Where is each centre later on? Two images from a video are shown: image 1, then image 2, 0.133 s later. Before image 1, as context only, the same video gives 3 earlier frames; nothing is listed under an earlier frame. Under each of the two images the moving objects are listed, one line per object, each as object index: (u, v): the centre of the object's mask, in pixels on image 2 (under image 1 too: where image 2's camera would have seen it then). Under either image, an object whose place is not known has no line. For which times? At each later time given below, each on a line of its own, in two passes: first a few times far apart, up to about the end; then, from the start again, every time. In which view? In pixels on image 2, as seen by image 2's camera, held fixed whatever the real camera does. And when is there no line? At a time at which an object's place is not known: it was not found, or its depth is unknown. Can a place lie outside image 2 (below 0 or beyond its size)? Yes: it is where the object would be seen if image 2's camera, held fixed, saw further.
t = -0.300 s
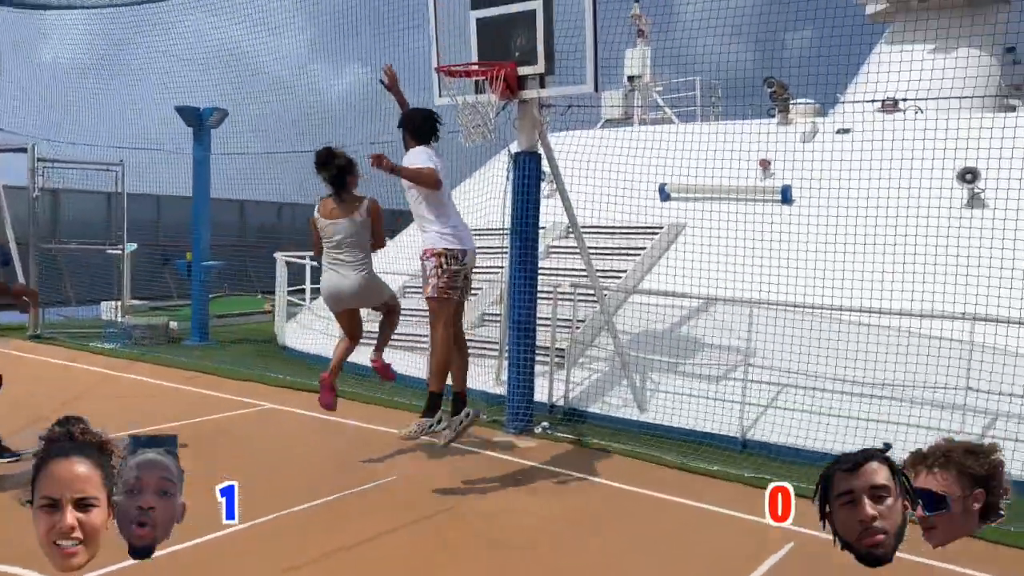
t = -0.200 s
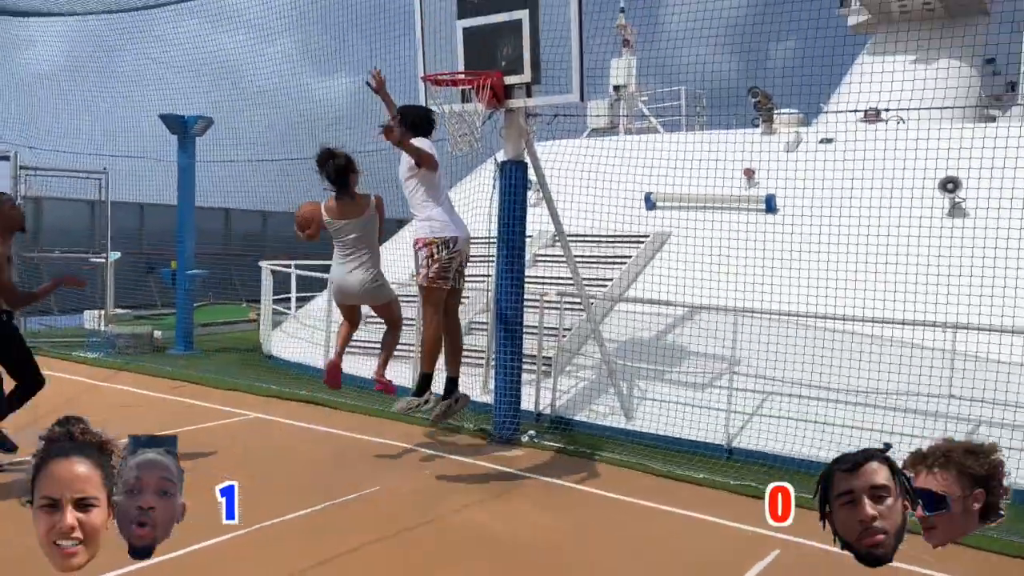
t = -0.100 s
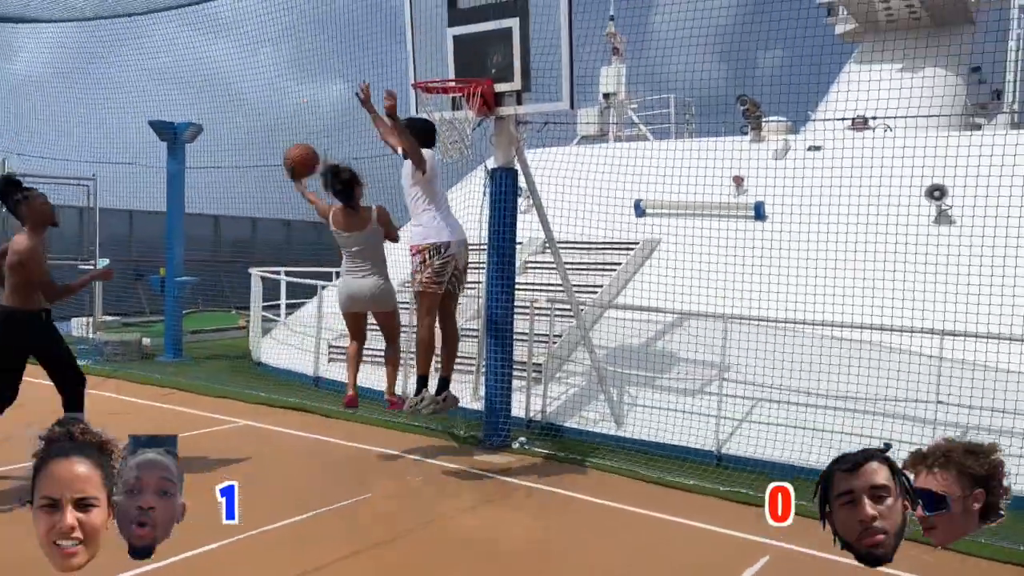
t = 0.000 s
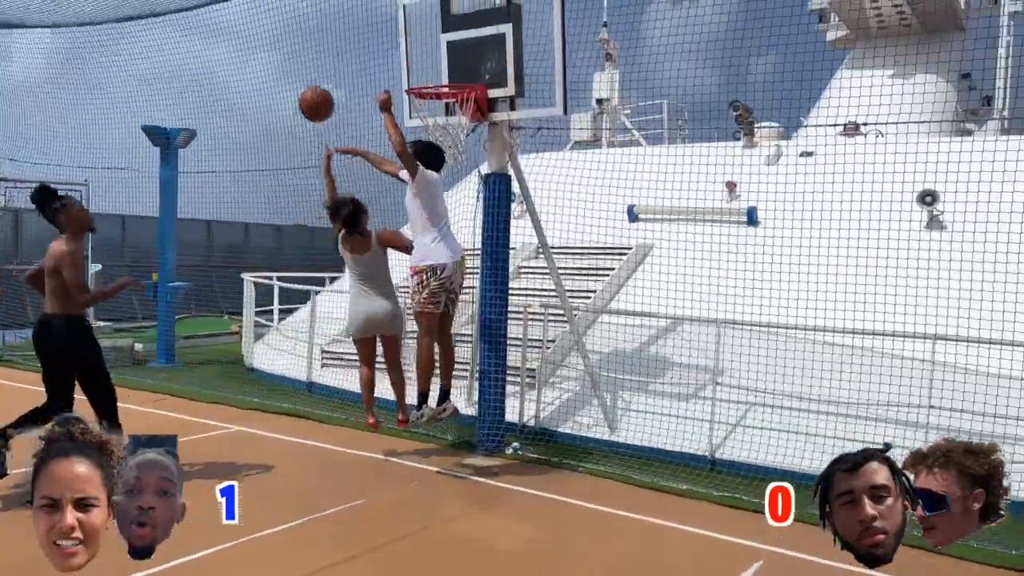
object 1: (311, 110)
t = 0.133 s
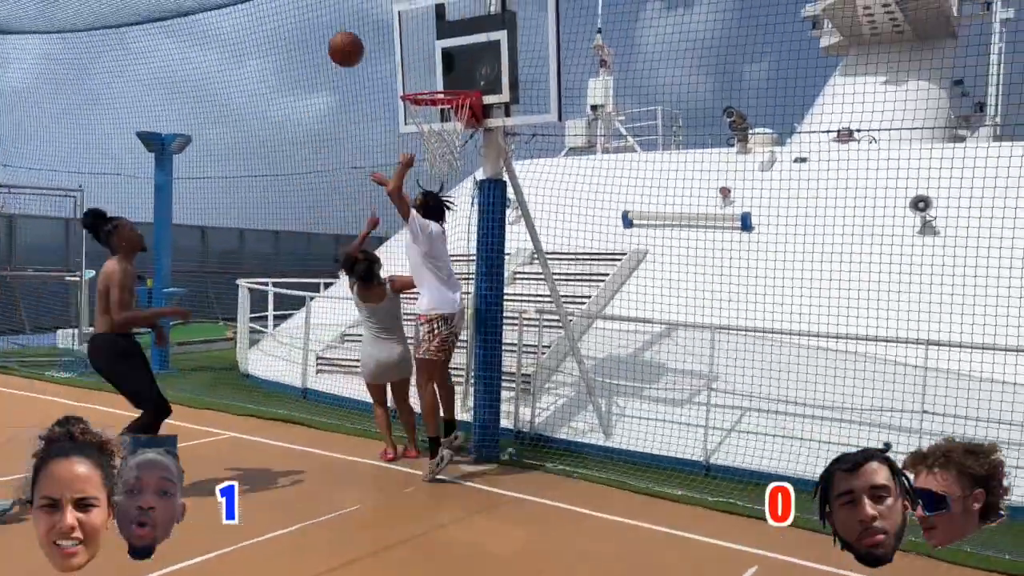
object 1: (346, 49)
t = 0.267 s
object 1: (380, 11)
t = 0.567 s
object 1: (421, 13)
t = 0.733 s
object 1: (426, 69)
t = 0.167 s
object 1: (355, 38)
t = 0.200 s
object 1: (364, 27)
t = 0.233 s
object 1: (372, 19)
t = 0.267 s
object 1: (380, 11)
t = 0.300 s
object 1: (389, 7)
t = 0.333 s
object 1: (397, 5)
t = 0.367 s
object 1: (404, 2)
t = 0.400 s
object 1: (413, 1)
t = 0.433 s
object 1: (418, 1)
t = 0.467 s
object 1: (419, 1)
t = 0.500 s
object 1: (420, 3)
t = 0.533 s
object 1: (421, 7)
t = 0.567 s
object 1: (421, 13)
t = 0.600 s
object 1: (421, 21)
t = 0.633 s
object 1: (423, 30)
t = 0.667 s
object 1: (424, 41)
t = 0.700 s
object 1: (426, 54)
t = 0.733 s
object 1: (426, 69)
